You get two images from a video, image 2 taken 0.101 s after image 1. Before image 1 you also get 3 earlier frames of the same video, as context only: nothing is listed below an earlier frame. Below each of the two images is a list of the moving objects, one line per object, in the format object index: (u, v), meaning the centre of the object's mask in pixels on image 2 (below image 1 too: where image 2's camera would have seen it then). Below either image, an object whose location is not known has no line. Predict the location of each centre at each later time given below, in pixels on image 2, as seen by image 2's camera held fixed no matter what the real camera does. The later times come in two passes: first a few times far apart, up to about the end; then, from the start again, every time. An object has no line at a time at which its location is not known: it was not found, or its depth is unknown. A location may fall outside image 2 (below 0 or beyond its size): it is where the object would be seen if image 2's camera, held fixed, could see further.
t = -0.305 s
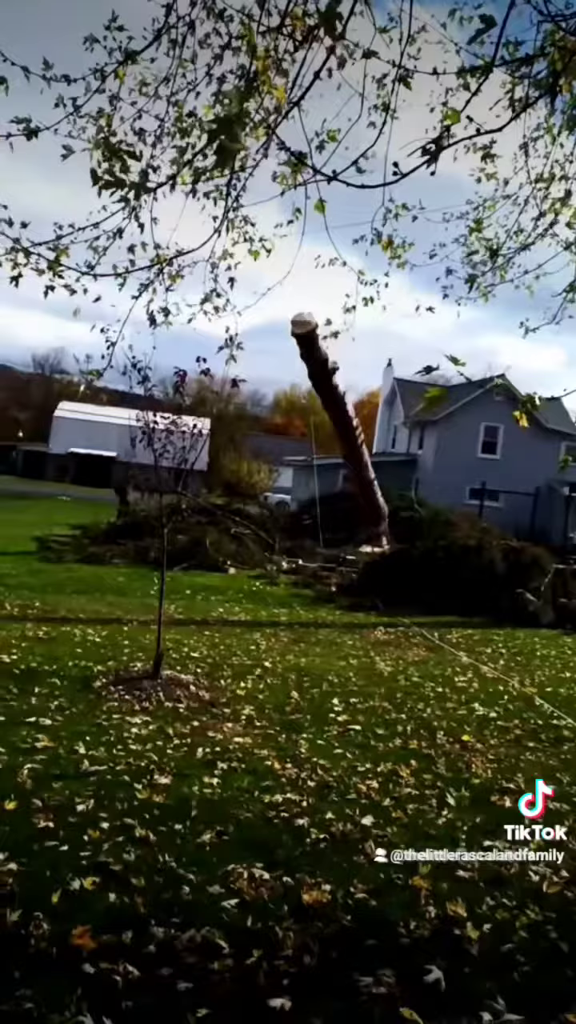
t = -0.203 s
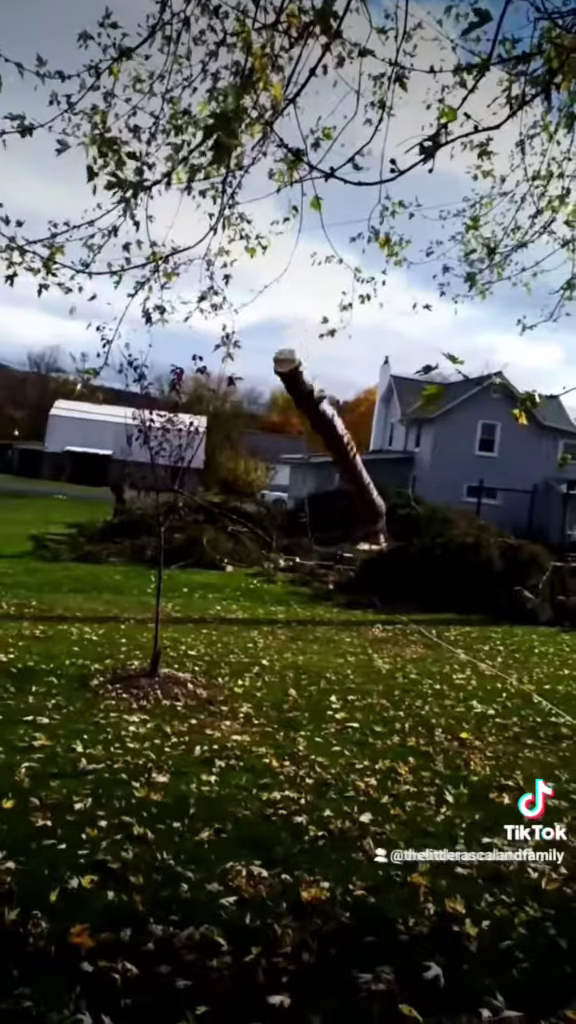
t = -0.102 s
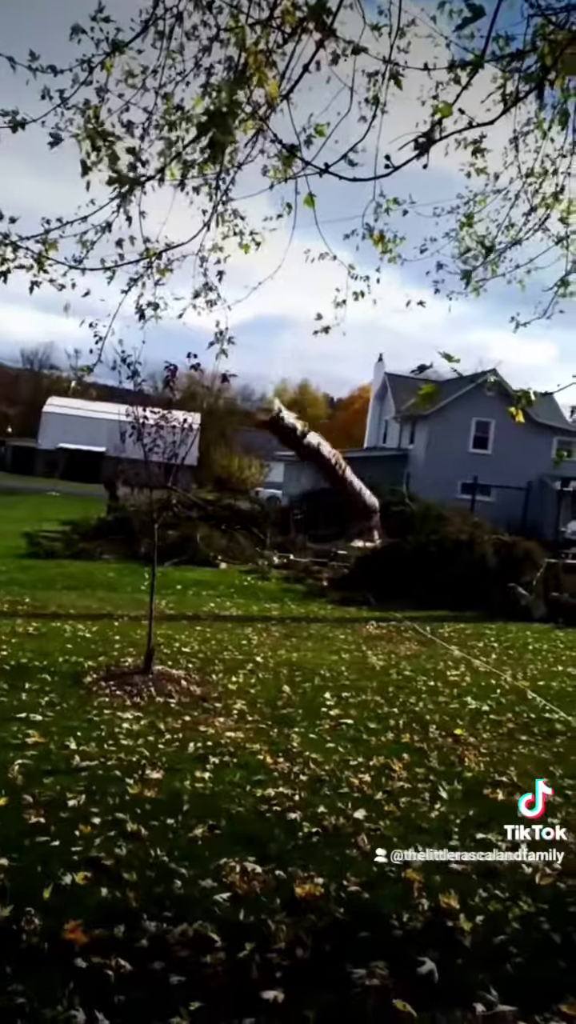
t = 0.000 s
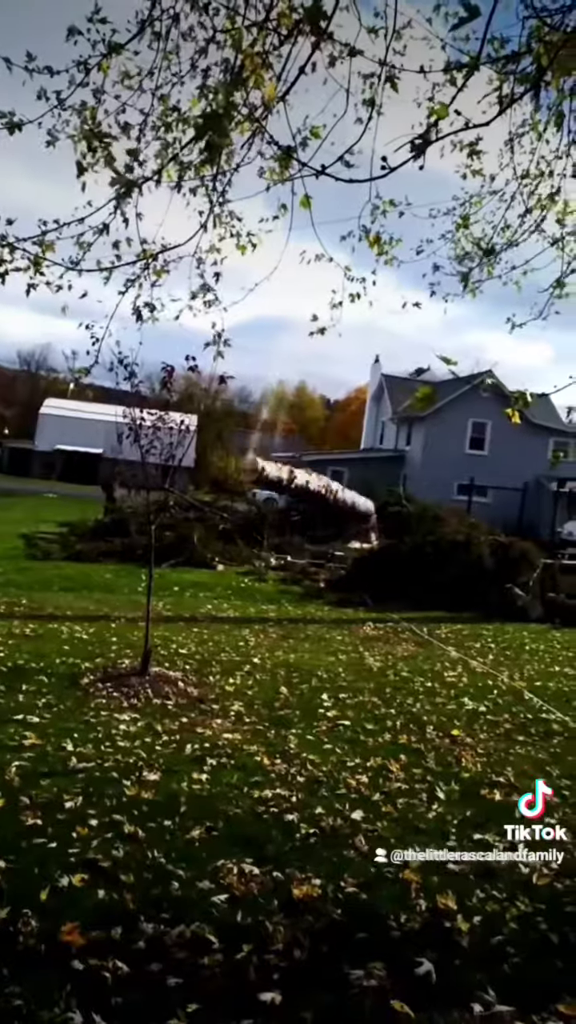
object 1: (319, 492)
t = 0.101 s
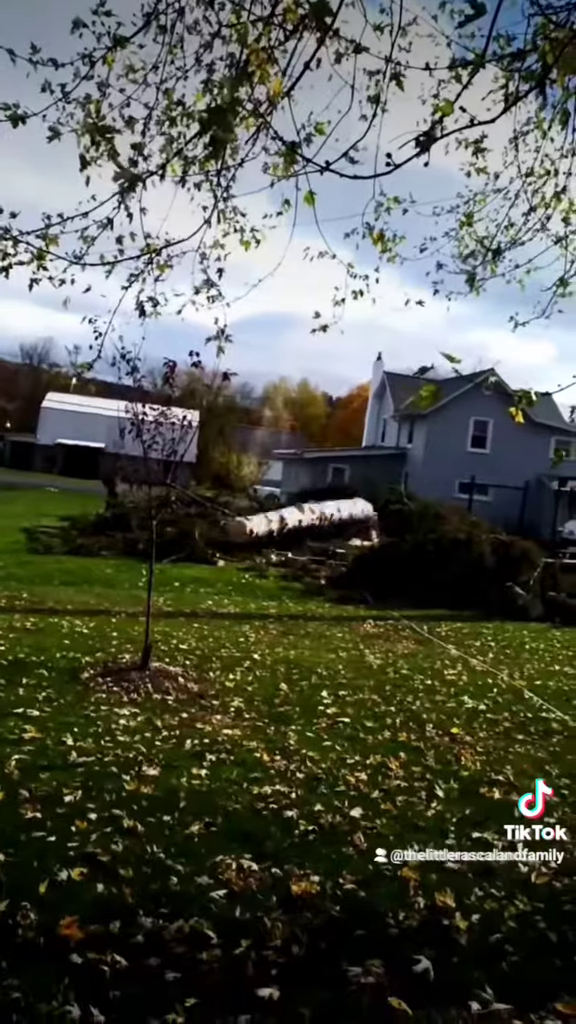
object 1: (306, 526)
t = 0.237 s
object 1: (301, 538)
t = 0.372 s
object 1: (301, 537)
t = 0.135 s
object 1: (309, 531)
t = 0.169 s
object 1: (307, 535)
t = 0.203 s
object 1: (304, 538)
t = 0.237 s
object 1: (301, 538)
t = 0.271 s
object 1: (301, 538)
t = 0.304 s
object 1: (303, 538)
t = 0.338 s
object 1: (302, 538)
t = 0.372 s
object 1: (301, 537)
